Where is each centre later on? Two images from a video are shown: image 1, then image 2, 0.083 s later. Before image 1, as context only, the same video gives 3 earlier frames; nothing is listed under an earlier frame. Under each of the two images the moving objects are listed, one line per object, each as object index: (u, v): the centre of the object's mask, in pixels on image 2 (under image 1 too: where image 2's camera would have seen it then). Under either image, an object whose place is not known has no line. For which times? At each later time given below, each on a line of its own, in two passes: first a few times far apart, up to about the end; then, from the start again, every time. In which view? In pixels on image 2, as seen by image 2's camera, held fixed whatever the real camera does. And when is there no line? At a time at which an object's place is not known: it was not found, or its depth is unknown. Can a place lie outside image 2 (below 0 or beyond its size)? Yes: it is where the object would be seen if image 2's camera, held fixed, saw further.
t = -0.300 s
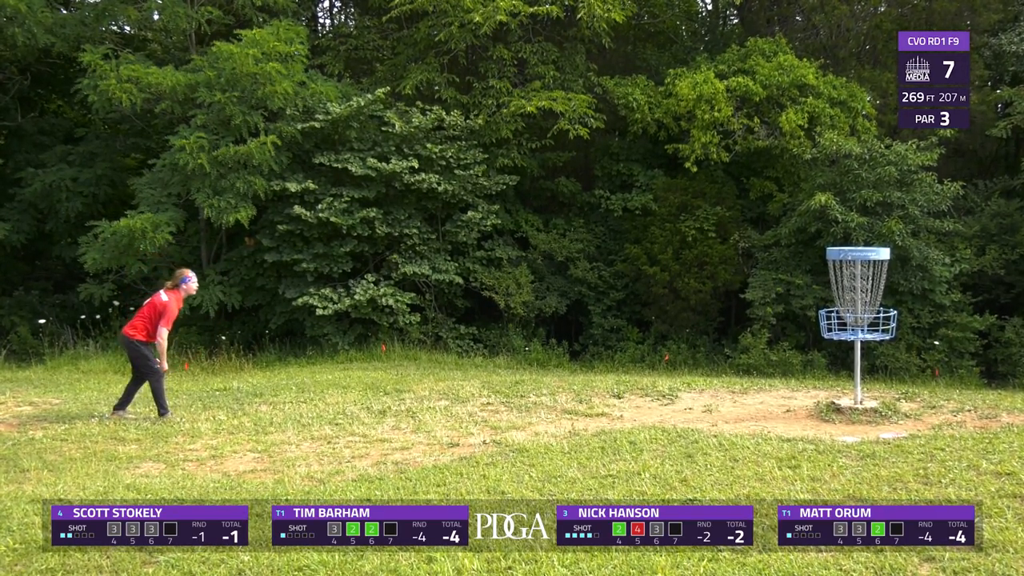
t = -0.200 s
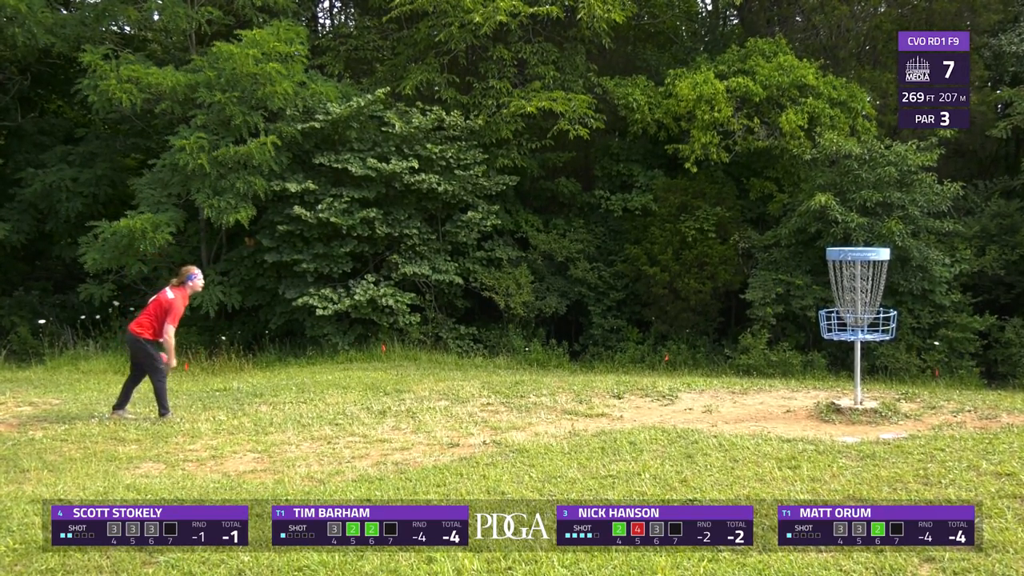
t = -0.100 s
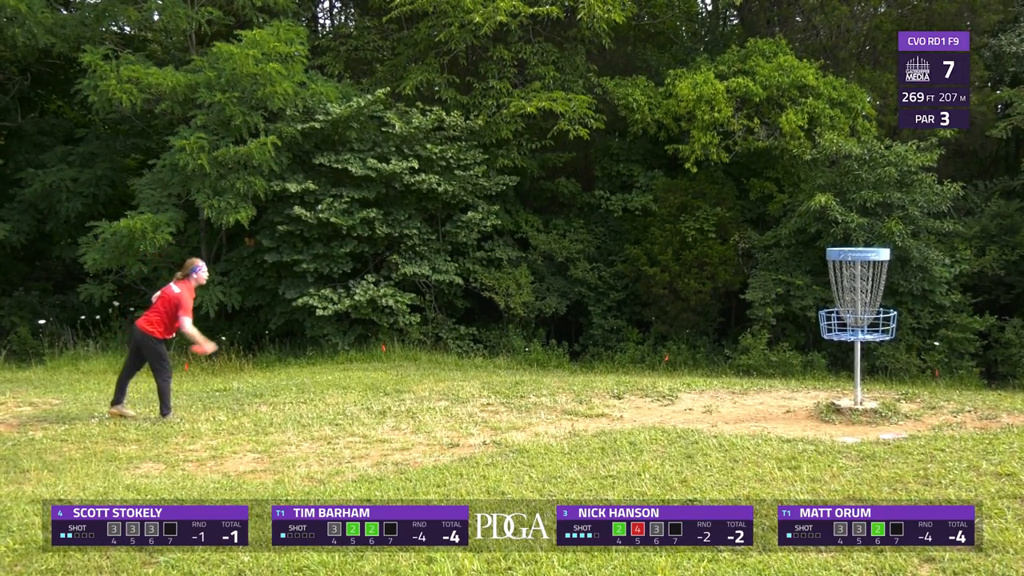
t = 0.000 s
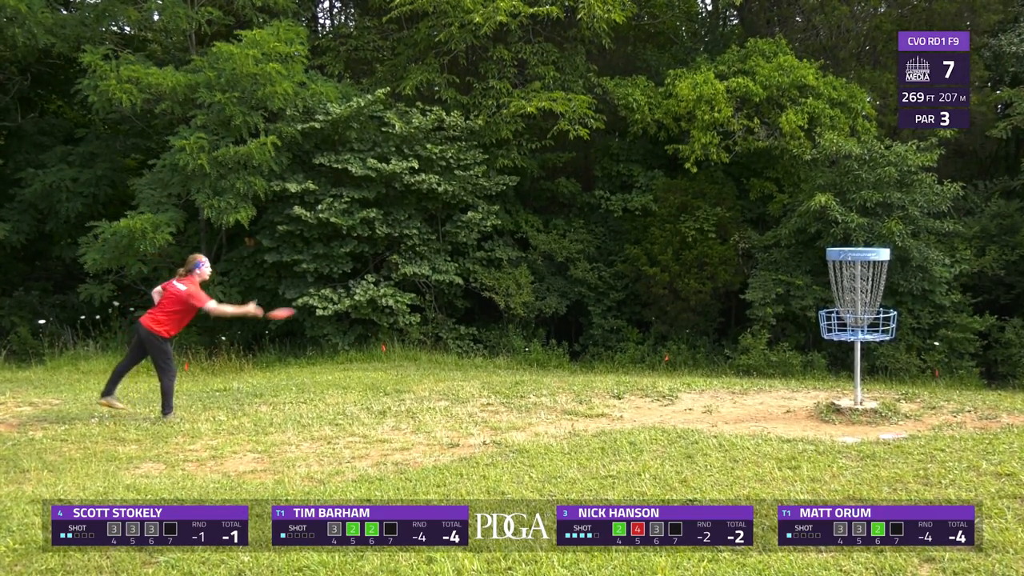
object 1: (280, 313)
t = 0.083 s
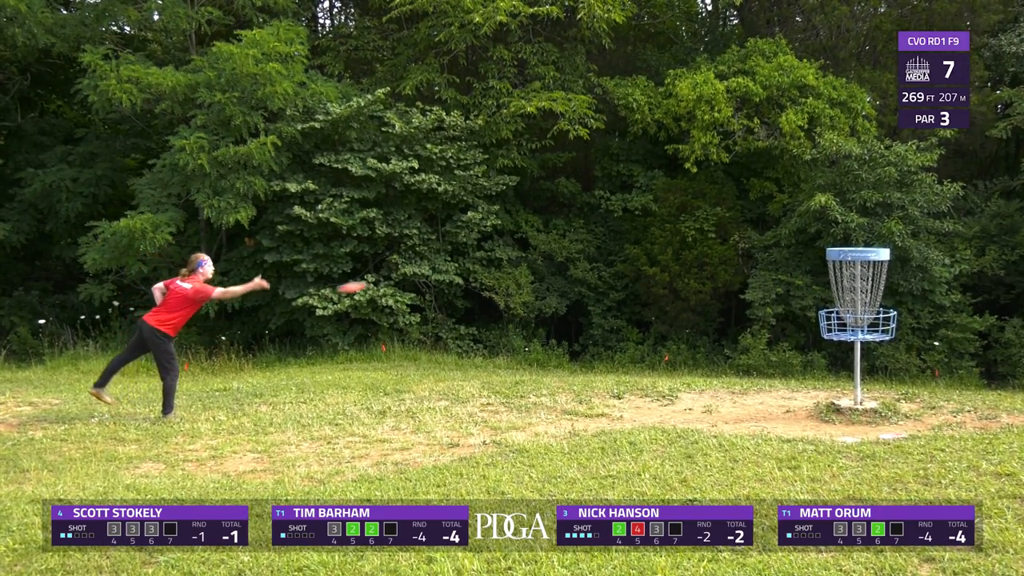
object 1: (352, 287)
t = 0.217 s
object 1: (469, 263)
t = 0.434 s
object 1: (669, 260)
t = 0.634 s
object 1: (842, 285)
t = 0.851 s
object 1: (849, 298)
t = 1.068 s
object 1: (848, 316)
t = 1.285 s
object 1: (836, 329)
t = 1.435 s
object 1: (832, 329)
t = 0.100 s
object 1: (366, 283)
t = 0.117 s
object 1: (381, 279)
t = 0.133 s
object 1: (394, 276)
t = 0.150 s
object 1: (409, 273)
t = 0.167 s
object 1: (424, 270)
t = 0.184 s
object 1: (440, 267)
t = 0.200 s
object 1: (454, 265)
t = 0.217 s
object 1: (469, 263)
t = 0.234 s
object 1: (484, 261)
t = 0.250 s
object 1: (498, 259)
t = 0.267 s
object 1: (514, 258)
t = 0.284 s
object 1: (529, 257)
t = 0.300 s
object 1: (544, 257)
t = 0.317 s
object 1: (560, 256)
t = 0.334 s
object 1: (574, 256)
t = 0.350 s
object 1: (590, 257)
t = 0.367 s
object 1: (606, 257)
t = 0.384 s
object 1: (621, 257)
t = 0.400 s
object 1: (637, 258)
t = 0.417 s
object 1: (653, 259)
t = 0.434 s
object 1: (669, 260)
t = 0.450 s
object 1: (684, 261)
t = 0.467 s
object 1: (700, 263)
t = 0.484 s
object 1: (716, 265)
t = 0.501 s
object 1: (732, 267)
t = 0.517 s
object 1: (748, 269)
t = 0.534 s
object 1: (764, 271)
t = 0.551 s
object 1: (780, 274)
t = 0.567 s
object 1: (796, 276)
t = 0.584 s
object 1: (813, 279)
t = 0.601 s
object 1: (826, 281)
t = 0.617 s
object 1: (835, 283)
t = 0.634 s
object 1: (842, 285)
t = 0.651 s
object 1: (846, 286)
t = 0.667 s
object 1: (847, 286)
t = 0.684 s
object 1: (849, 285)
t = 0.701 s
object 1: (849, 285)
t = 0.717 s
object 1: (849, 285)
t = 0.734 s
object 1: (849, 287)
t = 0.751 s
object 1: (849, 288)
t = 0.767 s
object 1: (849, 289)
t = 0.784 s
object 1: (849, 290)
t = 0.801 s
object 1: (849, 291)
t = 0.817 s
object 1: (849, 293)
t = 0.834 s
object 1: (849, 296)
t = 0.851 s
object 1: (849, 298)
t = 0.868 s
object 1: (849, 300)
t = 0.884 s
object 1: (848, 303)
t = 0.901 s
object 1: (850, 307)
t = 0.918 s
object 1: (849, 309)
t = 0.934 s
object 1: (850, 310)
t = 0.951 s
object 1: (850, 313)
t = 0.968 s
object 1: (850, 314)
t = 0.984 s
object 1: (850, 315)
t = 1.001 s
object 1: (850, 315)
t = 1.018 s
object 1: (850, 315)
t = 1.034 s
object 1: (849, 315)
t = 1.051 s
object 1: (849, 315)
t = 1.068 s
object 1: (848, 316)
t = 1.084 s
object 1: (846, 317)
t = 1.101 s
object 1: (845, 317)
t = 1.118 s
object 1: (844, 319)
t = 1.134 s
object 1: (843, 320)
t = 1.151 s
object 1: (842, 322)
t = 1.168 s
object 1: (842, 323)
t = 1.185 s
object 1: (841, 325)
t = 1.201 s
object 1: (841, 326)
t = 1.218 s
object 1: (840, 326)
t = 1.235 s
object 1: (839, 326)
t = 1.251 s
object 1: (838, 327)
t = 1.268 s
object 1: (836, 328)
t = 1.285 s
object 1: (836, 329)
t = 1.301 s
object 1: (834, 329)
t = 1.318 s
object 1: (834, 329)
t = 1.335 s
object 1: (834, 329)
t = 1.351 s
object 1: (833, 329)
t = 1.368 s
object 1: (832, 329)
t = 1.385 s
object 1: (832, 329)
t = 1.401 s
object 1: (832, 329)
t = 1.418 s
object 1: (832, 329)
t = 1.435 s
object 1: (832, 329)
